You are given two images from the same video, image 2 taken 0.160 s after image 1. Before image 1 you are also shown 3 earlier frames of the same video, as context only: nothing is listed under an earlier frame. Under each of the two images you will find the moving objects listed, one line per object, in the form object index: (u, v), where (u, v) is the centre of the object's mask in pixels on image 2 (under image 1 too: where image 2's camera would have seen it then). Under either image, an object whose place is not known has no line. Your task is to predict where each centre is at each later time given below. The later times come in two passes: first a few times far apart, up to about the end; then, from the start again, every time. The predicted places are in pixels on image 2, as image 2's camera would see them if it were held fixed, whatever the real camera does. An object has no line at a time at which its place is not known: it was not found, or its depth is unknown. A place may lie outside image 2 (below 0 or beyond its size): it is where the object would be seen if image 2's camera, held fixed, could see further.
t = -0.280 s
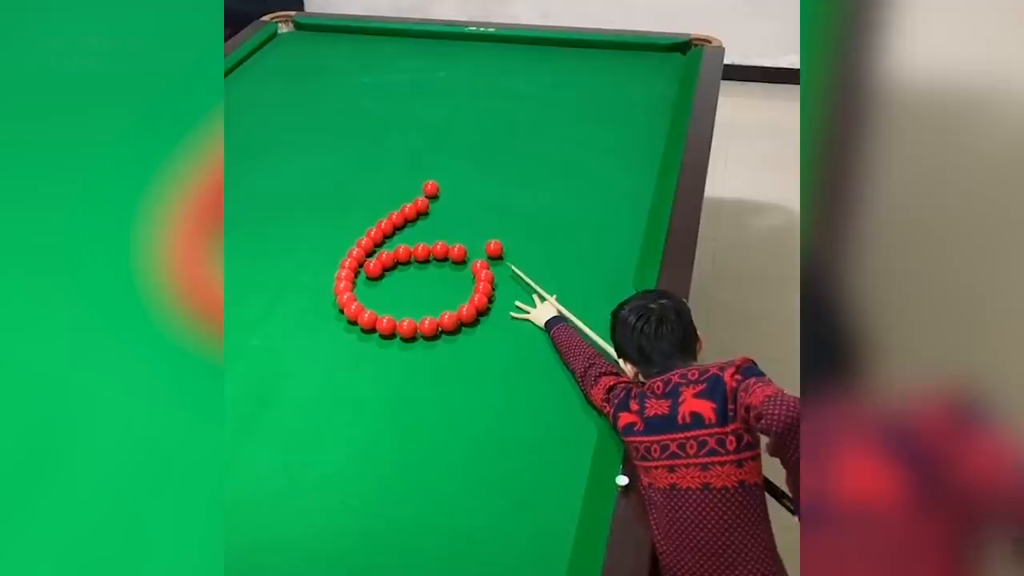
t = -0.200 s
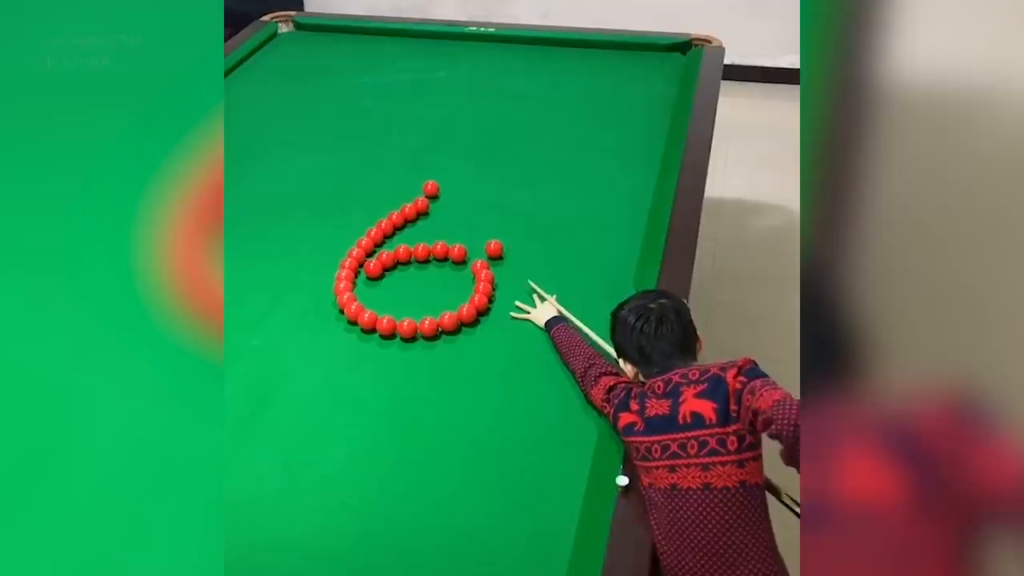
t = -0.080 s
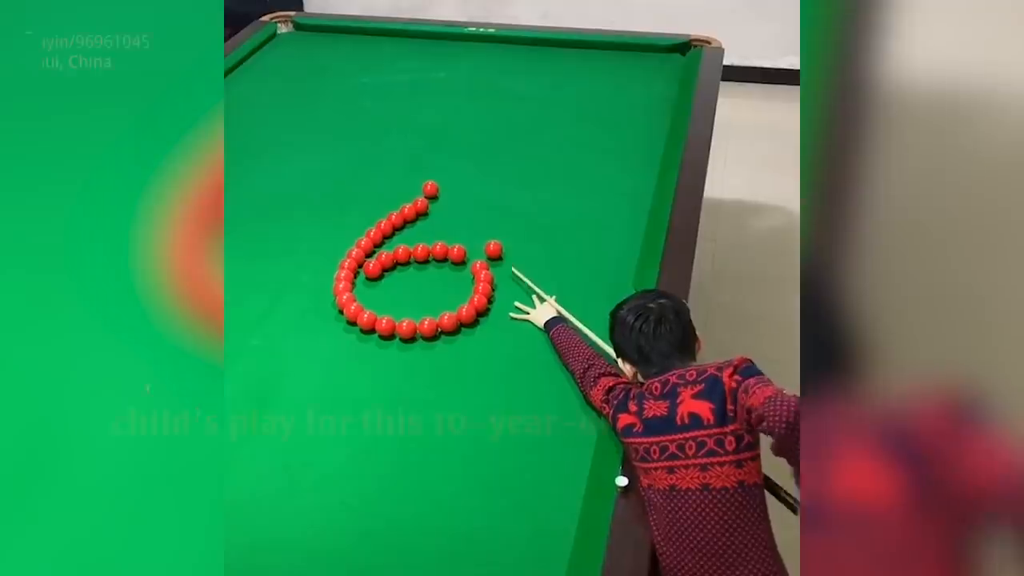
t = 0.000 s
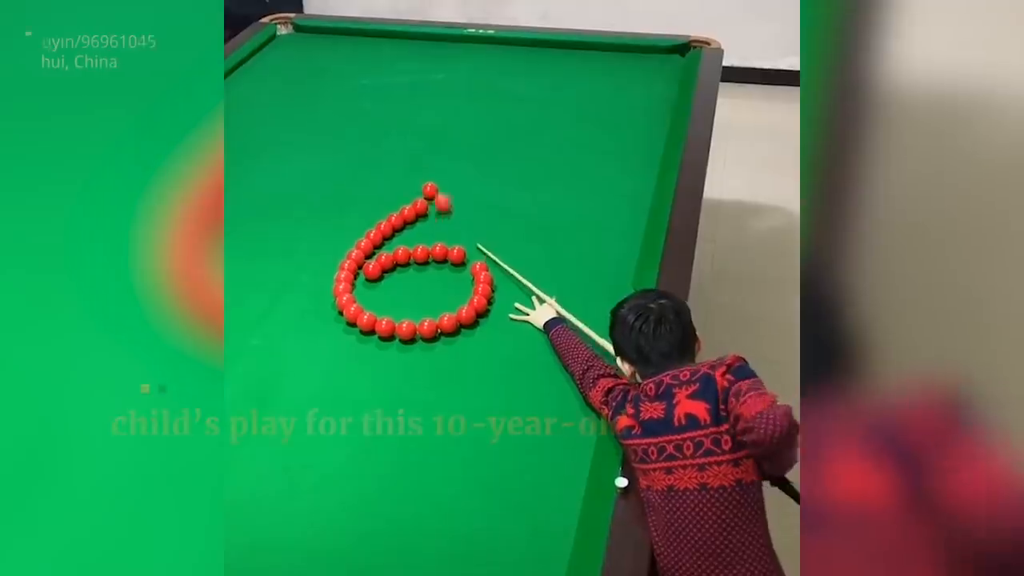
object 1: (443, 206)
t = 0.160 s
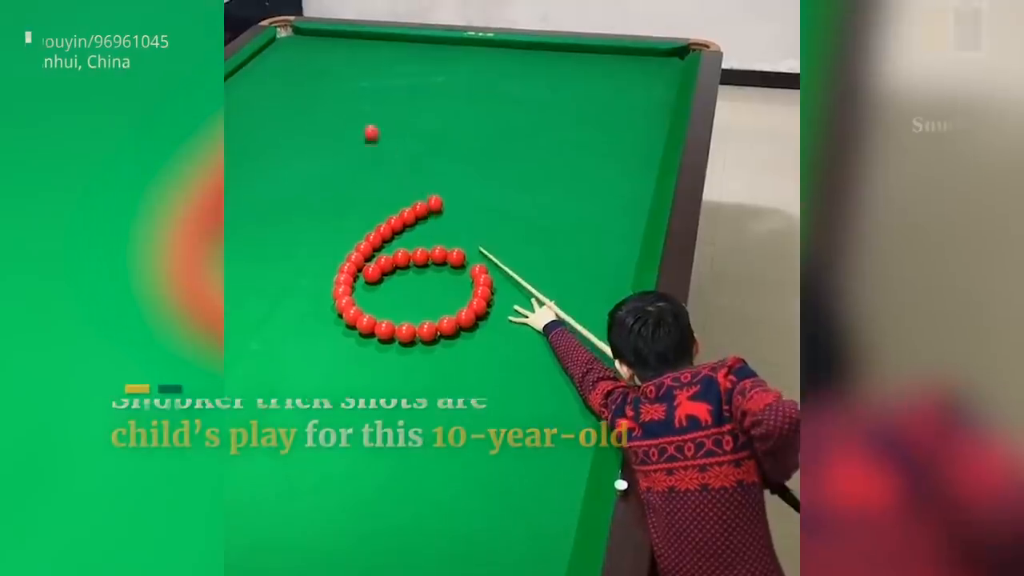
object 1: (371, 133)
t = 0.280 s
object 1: (337, 97)
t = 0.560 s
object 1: (296, 34)
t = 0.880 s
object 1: (356, 65)
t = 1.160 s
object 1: (412, 98)
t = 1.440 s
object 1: (474, 131)
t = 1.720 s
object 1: (542, 166)
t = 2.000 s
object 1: (612, 202)
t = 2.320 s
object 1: (595, 228)
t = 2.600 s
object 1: (545, 241)
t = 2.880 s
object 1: (506, 252)
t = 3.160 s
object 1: (475, 259)
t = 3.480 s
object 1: (471, 262)
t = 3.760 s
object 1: (469, 262)
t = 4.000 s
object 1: (467, 262)
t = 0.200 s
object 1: (355, 116)
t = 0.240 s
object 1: (346, 107)
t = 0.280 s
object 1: (337, 97)
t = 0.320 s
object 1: (324, 83)
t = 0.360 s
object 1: (315, 75)
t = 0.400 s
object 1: (304, 63)
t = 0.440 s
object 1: (297, 55)
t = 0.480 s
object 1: (290, 48)
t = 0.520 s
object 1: (281, 39)
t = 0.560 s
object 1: (296, 34)
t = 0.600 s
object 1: (308, 36)
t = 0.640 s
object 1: (313, 39)
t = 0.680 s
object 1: (320, 43)
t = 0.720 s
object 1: (328, 48)
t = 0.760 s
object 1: (334, 52)
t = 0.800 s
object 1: (344, 58)
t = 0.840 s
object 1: (350, 62)
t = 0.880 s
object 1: (356, 65)
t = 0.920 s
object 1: (365, 71)
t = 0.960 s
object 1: (371, 74)
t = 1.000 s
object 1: (381, 81)
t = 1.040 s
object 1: (388, 84)
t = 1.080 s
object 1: (394, 88)
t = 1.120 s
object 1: (405, 94)
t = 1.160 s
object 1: (412, 98)
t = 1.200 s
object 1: (422, 104)
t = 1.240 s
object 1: (429, 108)
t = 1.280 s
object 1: (437, 112)
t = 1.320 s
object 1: (448, 117)
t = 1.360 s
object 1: (455, 121)
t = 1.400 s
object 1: (467, 127)
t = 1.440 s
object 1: (474, 131)
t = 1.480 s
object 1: (482, 135)
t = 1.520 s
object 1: (493, 141)
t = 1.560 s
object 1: (501, 145)
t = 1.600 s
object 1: (513, 151)
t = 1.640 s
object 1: (521, 155)
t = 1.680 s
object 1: (530, 160)
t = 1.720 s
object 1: (542, 166)
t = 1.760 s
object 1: (550, 170)
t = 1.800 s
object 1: (562, 176)
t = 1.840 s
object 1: (571, 180)
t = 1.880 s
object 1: (579, 184)
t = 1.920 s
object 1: (592, 191)
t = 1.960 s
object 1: (600, 196)
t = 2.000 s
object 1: (612, 202)
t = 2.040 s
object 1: (621, 207)
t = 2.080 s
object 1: (629, 211)
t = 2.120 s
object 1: (636, 216)
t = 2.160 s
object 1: (629, 218)
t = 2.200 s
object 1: (619, 221)
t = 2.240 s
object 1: (612, 223)
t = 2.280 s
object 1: (605, 225)
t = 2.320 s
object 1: (595, 228)
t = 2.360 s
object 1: (589, 229)
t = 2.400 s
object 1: (580, 232)
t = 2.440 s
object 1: (574, 233)
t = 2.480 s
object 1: (568, 235)
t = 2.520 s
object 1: (559, 237)
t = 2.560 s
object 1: (553, 239)
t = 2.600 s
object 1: (545, 241)
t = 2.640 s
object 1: (540, 243)
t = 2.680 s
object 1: (535, 245)
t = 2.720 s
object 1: (527, 246)
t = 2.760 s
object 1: (522, 248)
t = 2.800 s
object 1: (515, 250)
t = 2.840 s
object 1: (511, 251)
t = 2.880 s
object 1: (506, 252)
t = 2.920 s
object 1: (500, 254)
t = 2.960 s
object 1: (496, 255)
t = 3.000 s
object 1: (490, 256)
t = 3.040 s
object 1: (486, 257)
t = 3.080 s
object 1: (482, 257)
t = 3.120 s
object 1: (477, 258)
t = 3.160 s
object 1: (475, 259)
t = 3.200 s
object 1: (474, 259)
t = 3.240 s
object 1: (474, 260)
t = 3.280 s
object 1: (473, 260)
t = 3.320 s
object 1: (472, 261)
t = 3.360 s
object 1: (472, 261)
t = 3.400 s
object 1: (472, 261)
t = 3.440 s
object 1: (472, 262)
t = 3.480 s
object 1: (471, 262)
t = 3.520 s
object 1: (471, 262)
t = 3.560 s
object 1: (471, 262)
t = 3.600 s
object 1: (471, 262)
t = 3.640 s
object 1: (471, 262)
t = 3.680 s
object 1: (470, 262)
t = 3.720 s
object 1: (470, 262)
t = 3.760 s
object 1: (469, 262)
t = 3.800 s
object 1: (469, 262)
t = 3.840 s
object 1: (468, 262)
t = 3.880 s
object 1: (468, 262)
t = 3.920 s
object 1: (468, 262)
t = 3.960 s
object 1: (468, 262)
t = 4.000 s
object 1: (467, 262)
